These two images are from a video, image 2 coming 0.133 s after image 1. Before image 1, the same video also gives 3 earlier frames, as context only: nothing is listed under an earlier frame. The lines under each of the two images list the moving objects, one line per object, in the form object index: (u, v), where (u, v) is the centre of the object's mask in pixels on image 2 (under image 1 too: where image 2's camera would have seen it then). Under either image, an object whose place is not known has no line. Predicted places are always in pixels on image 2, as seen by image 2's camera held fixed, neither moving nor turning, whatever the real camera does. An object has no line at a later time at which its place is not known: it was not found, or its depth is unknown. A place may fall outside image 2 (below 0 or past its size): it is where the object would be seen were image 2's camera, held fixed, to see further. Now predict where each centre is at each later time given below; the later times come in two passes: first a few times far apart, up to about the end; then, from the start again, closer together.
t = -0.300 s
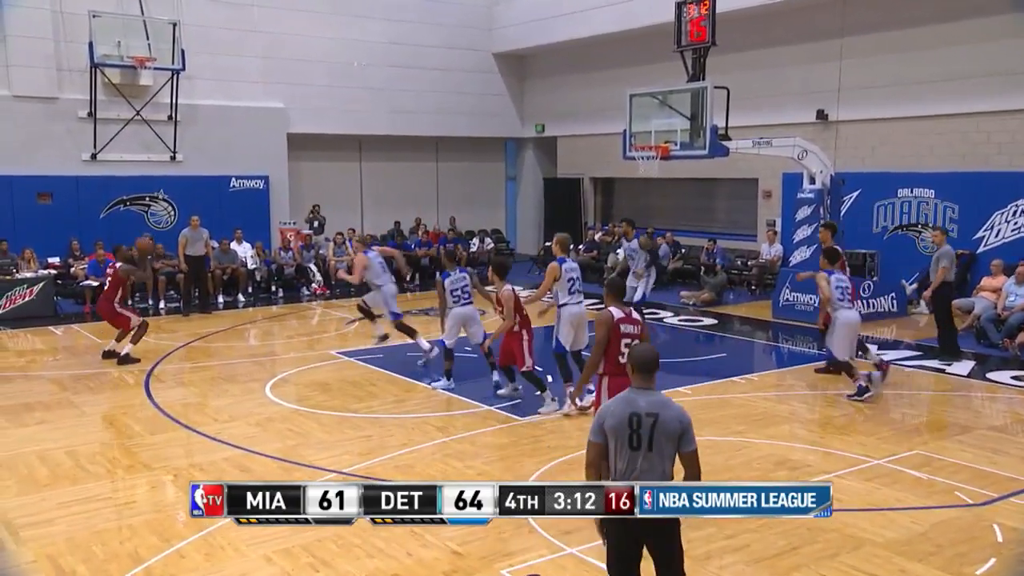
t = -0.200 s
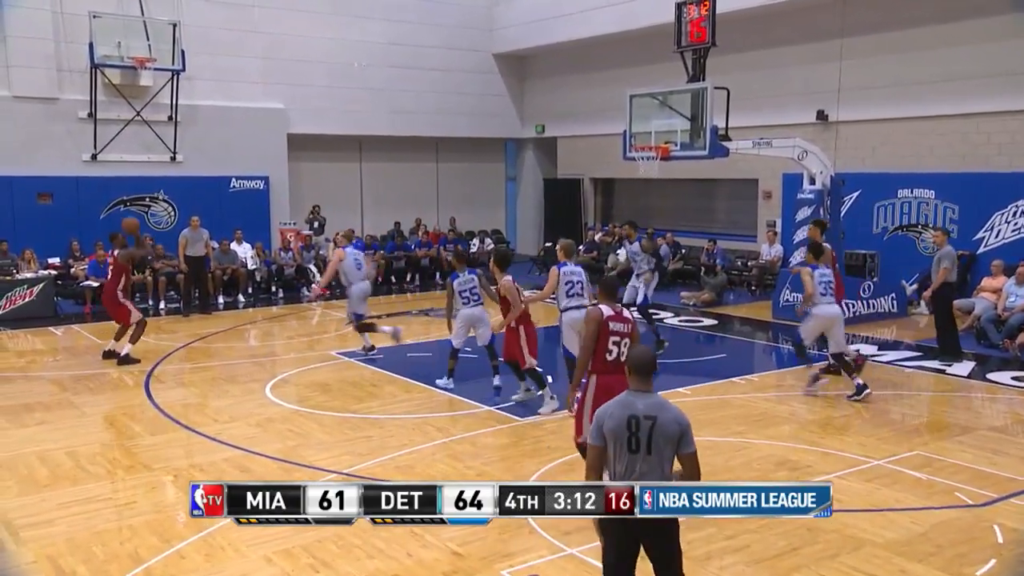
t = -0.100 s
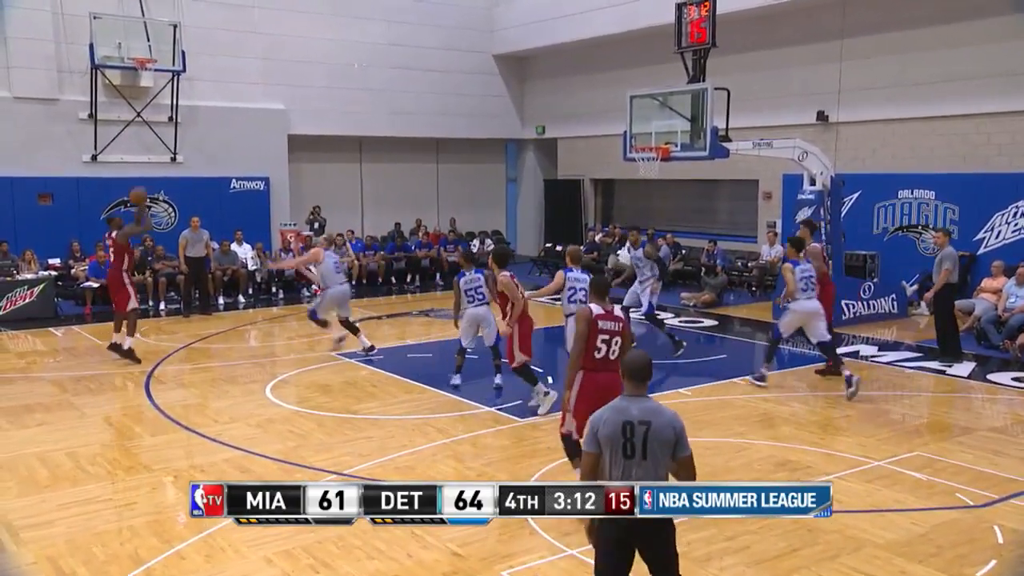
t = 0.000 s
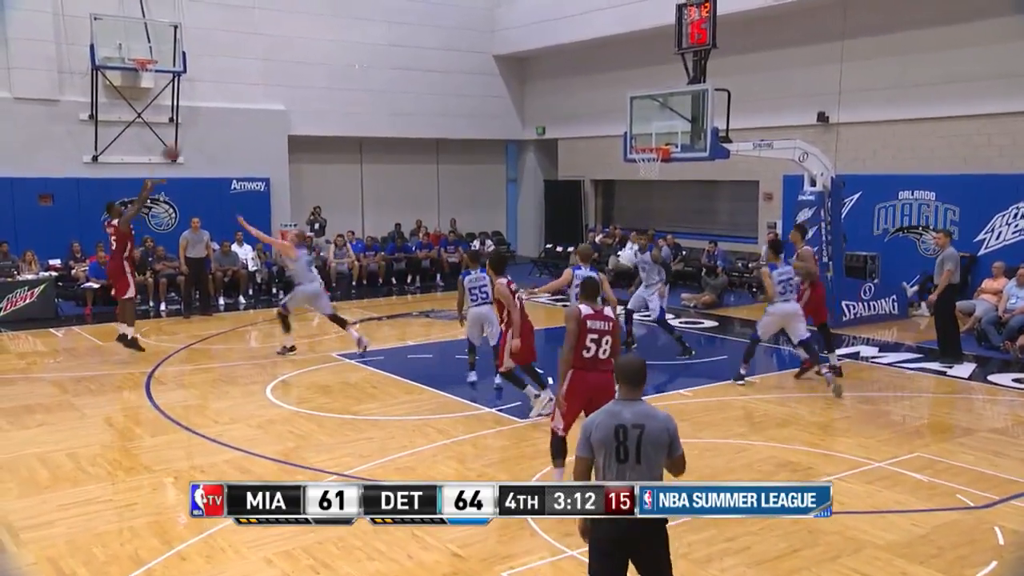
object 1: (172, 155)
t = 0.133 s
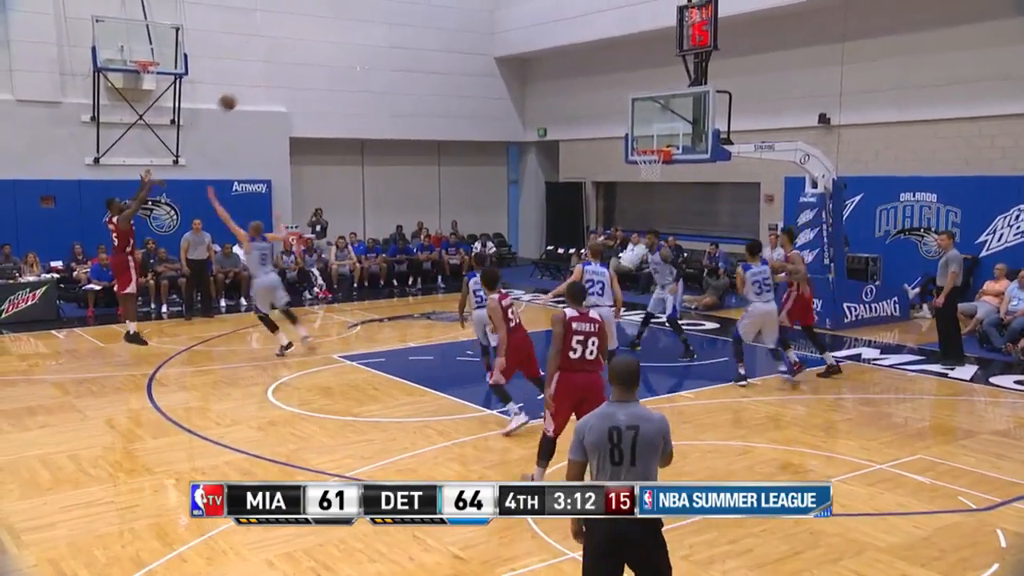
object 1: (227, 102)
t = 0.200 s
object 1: (254, 81)
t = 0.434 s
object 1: (348, 31)
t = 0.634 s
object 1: (425, 20)
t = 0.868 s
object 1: (512, 40)
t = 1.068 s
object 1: (583, 85)
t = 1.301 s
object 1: (656, 163)
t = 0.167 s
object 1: (241, 91)
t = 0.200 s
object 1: (254, 81)
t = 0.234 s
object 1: (268, 71)
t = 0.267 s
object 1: (281, 63)
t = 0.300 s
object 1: (295, 54)
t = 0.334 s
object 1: (308, 47)
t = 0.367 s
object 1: (321, 41)
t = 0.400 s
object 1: (334, 35)
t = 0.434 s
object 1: (348, 31)
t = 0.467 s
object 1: (361, 27)
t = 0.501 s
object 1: (373, 24)
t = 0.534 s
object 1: (387, 22)
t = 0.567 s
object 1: (400, 20)
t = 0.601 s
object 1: (412, 20)
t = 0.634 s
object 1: (425, 20)
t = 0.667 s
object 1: (438, 20)
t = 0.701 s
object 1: (451, 22)
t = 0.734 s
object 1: (463, 24)
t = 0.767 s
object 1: (476, 27)
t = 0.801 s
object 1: (488, 31)
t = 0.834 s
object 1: (500, 35)
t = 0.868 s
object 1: (512, 40)
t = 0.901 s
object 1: (524, 46)
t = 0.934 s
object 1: (537, 52)
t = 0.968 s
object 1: (549, 62)
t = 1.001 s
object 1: (560, 67)
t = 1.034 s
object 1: (572, 77)
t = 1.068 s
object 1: (583, 85)
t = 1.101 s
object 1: (594, 95)
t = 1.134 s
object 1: (605, 105)
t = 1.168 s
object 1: (617, 116)
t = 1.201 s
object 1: (628, 127)
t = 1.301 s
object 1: (656, 163)
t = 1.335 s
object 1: (658, 172)
